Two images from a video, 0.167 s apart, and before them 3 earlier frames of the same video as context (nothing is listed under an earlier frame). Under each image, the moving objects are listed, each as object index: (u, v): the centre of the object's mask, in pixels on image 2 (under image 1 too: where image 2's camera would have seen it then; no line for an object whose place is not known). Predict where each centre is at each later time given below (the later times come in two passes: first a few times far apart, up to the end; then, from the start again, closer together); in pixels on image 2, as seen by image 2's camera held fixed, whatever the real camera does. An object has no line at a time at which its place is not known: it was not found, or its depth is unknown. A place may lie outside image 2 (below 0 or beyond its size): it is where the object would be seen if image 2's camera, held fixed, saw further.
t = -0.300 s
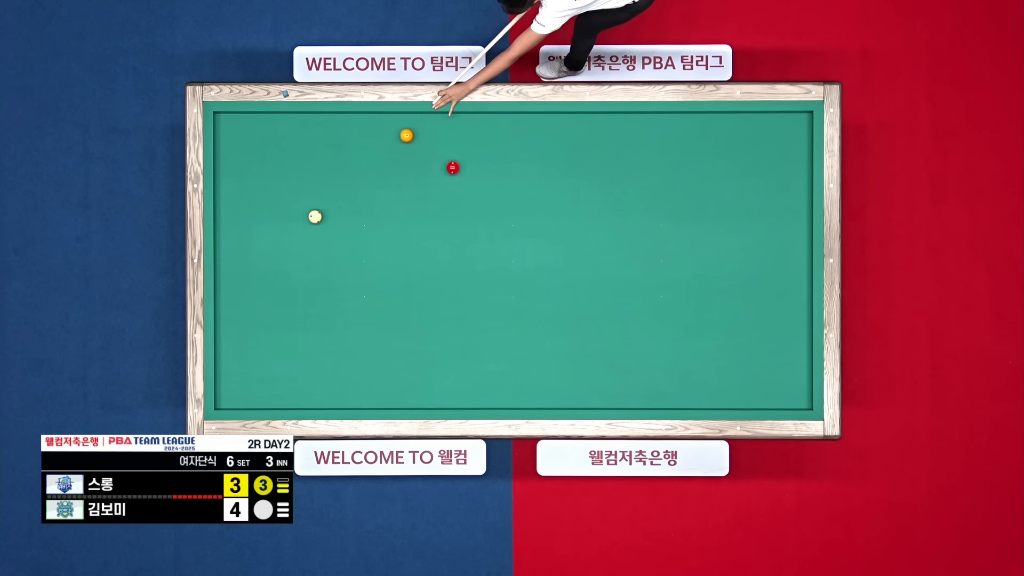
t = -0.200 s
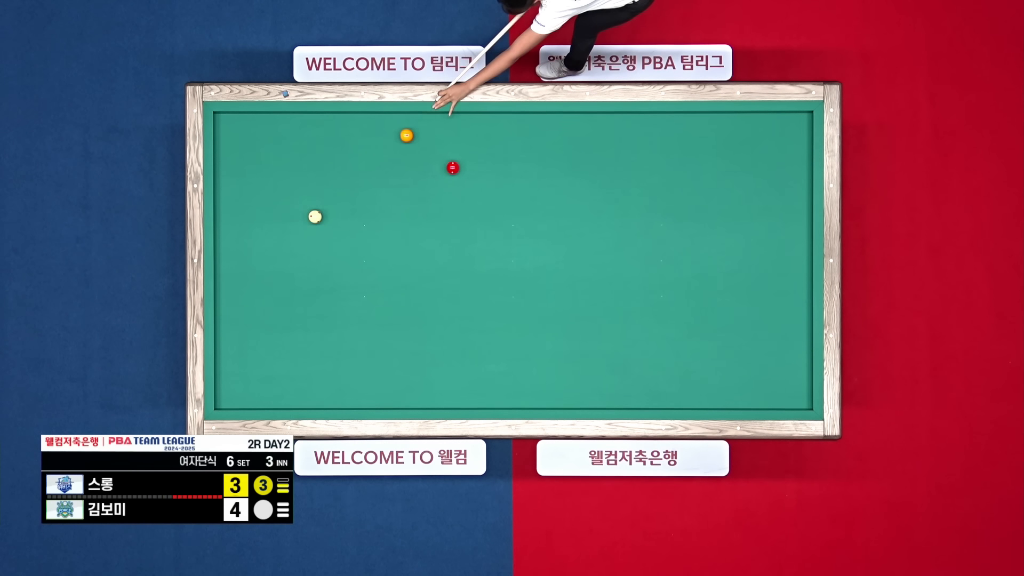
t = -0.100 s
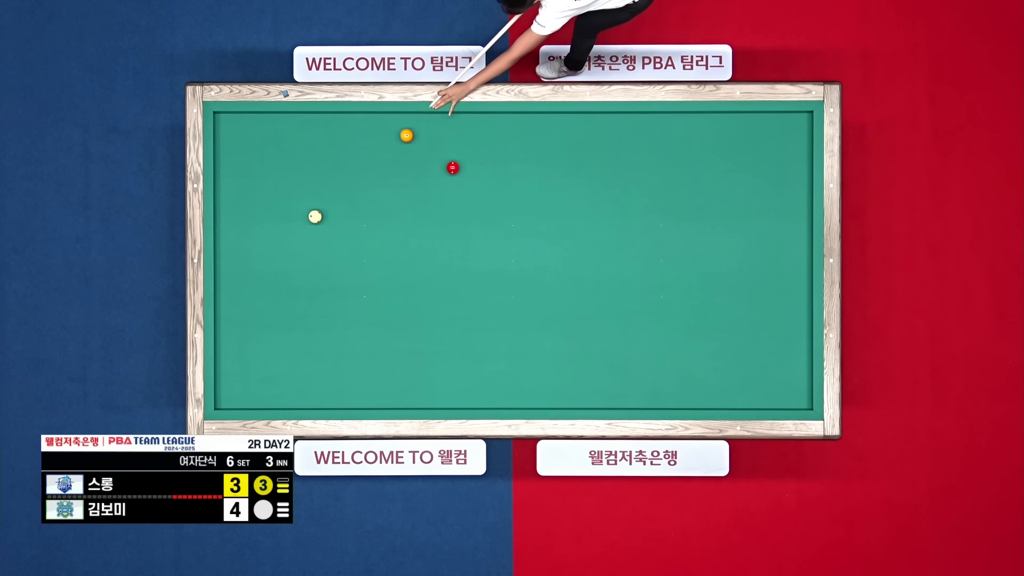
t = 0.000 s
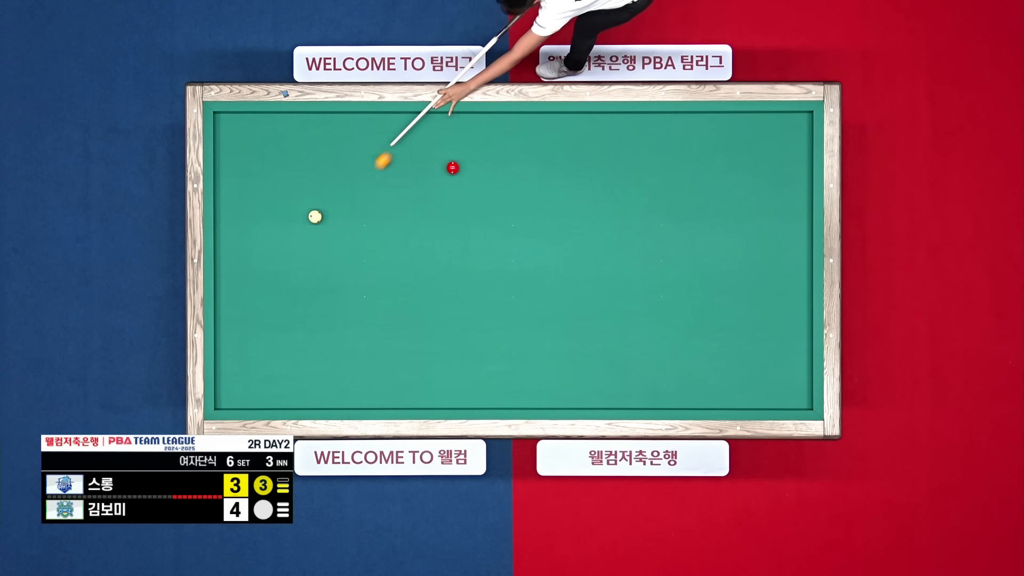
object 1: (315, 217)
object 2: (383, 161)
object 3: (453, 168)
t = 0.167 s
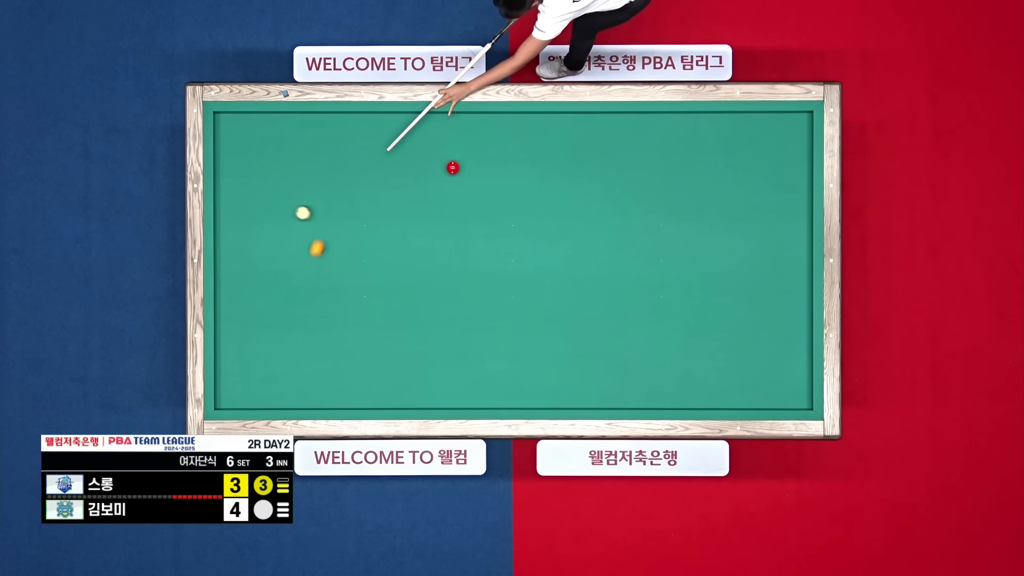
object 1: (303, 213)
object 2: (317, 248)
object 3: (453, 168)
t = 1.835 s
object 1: (339, 158)
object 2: (487, 153)
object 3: (462, 201)
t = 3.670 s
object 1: (484, 122)
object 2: (791, 160)
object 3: (527, 391)
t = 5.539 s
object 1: (586, 131)
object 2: (673, 231)
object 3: (567, 289)
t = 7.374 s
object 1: (651, 141)
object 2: (569, 288)
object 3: (591, 222)
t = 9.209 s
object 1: (681, 148)
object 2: (495, 327)
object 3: (604, 187)
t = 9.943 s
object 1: (684, 148)
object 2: (474, 338)
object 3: (606, 182)
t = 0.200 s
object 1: (295, 211)
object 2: (310, 266)
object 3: (453, 168)
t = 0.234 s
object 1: (288, 208)
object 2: (302, 284)
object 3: (453, 168)
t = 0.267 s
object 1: (281, 206)
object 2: (295, 302)
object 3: (453, 168)
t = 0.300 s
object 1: (274, 204)
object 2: (287, 319)
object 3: (453, 168)
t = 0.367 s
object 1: (262, 201)
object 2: (271, 353)
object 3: (453, 168)
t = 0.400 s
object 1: (256, 199)
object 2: (262, 369)
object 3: (453, 168)
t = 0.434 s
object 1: (250, 197)
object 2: (255, 386)
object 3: (453, 168)
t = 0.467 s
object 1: (244, 196)
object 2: (246, 402)
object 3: (453, 168)
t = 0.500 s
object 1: (238, 194)
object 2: (236, 393)
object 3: (453, 168)
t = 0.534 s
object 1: (232, 192)
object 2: (224, 379)
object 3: (453, 168)
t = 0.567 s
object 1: (227, 190)
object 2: (224, 366)
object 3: (453, 168)
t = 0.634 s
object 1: (223, 188)
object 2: (242, 341)
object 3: (453, 168)
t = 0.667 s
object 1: (228, 187)
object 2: (251, 329)
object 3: (453, 168)
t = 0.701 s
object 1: (232, 186)
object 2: (260, 317)
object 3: (453, 168)
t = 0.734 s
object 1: (236, 185)
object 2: (268, 305)
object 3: (453, 168)
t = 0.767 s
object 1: (239, 184)
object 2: (276, 294)
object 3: (453, 168)
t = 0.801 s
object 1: (243, 183)
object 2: (284, 283)
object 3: (453, 168)
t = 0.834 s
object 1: (246, 183)
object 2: (291, 272)
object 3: (453, 168)
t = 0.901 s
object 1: (252, 181)
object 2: (306, 252)
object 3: (453, 168)
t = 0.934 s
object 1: (256, 180)
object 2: (313, 242)
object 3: (453, 168)
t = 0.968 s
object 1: (259, 179)
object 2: (320, 233)
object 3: (453, 168)
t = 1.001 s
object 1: (262, 178)
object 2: (326, 224)
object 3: (453, 168)
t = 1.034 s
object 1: (265, 177)
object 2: (332, 216)
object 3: (453, 168)
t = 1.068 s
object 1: (269, 177)
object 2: (339, 207)
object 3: (453, 168)
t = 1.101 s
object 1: (272, 176)
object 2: (345, 198)
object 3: (453, 168)
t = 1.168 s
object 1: (278, 174)
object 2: (357, 181)
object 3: (453, 168)
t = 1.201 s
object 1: (281, 173)
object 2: (364, 173)
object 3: (453, 168)
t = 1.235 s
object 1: (284, 172)
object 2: (370, 164)
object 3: (453, 168)
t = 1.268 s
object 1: (288, 172)
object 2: (376, 156)
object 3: (453, 168)
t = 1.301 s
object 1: (291, 171)
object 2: (382, 147)
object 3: (453, 168)
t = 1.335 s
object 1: (294, 170)
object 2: (389, 139)
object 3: (453, 168)
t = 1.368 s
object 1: (297, 169)
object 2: (395, 130)
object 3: (453, 168)
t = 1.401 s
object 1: (300, 168)
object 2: (401, 122)
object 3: (453, 168)
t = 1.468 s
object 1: (306, 167)
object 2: (416, 127)
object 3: (453, 168)
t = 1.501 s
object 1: (309, 166)
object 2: (423, 134)
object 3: (453, 168)
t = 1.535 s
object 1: (312, 165)
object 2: (431, 140)
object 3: (453, 168)
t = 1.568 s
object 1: (315, 165)
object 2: (438, 146)
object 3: (453, 168)
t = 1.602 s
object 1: (318, 164)
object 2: (445, 152)
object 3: (453, 168)
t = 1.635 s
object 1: (321, 163)
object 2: (452, 155)
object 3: (453, 170)
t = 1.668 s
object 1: (324, 162)
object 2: (457, 154)
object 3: (455, 176)
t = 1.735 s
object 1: (330, 161)
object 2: (469, 153)
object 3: (459, 187)
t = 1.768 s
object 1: (333, 160)
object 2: (475, 153)
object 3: (460, 192)
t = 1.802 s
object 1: (336, 159)
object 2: (481, 153)
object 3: (461, 197)
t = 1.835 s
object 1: (339, 158)
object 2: (487, 153)
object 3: (462, 201)
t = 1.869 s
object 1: (342, 158)
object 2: (493, 153)
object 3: (464, 206)
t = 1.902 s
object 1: (345, 157)
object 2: (498, 153)
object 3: (465, 210)
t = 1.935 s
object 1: (348, 156)
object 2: (504, 154)
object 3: (466, 214)
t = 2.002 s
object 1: (354, 155)
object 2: (516, 154)
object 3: (469, 223)
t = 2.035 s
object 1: (357, 154)
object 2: (522, 154)
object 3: (470, 227)
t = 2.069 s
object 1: (360, 153)
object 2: (527, 154)
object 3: (472, 231)
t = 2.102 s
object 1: (362, 153)
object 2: (533, 154)
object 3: (473, 236)
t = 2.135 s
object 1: (365, 152)
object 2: (539, 154)
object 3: (474, 240)
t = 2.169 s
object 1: (368, 151)
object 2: (545, 154)
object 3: (475, 244)
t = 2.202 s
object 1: (371, 150)
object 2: (550, 154)
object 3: (477, 248)
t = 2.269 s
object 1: (376, 149)
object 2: (562, 155)
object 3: (479, 257)
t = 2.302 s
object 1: (379, 148)
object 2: (568, 155)
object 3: (480, 261)
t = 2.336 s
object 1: (382, 148)
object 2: (573, 155)
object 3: (482, 265)
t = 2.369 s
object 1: (385, 147)
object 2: (579, 155)
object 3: (483, 269)
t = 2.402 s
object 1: (388, 146)
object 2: (585, 155)
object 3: (484, 273)
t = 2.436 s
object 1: (390, 145)
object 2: (590, 155)
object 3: (485, 278)
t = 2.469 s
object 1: (393, 145)
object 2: (596, 155)
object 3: (487, 282)
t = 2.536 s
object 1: (399, 143)
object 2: (607, 156)
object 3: (489, 290)
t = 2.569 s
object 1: (401, 143)
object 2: (613, 156)
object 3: (490, 294)
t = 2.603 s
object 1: (404, 142)
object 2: (618, 156)
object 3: (491, 298)
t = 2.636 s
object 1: (407, 141)
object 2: (624, 156)
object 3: (493, 302)
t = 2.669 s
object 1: (409, 141)
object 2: (630, 156)
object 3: (494, 306)
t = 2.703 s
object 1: (412, 140)
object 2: (635, 156)
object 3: (495, 310)
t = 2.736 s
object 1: (415, 139)
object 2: (641, 156)
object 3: (496, 314)
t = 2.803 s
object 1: (420, 138)
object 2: (652, 156)
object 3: (499, 322)
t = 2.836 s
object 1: (423, 137)
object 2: (657, 157)
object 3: (500, 326)
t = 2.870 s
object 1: (425, 137)
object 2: (663, 157)
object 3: (501, 330)
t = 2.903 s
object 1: (428, 136)
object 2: (668, 157)
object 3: (502, 334)
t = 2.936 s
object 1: (430, 136)
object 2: (674, 157)
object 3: (503, 338)
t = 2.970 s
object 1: (433, 135)
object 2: (679, 157)
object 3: (505, 342)
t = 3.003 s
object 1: (435, 134)
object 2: (684, 157)
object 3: (506, 346)
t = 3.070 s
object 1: (440, 133)
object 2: (696, 157)
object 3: (508, 354)
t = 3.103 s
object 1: (443, 132)
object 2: (701, 158)
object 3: (510, 358)
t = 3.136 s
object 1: (445, 132)
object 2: (706, 158)
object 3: (511, 361)
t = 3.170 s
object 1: (448, 131)
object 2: (712, 158)
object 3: (512, 366)
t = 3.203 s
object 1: (450, 131)
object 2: (717, 158)
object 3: (513, 369)
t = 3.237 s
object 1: (453, 130)
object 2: (722, 158)
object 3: (514, 373)
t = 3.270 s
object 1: (455, 130)
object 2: (727, 158)
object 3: (515, 377)
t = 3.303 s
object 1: (458, 129)
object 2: (733, 158)
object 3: (516, 381)
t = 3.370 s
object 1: (463, 128)
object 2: (744, 159)
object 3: (519, 388)
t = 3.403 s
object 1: (465, 127)
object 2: (749, 159)
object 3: (520, 392)
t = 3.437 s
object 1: (467, 127)
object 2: (754, 159)
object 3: (521, 396)
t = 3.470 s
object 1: (470, 126)
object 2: (760, 159)
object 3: (522, 400)
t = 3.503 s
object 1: (472, 125)
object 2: (765, 159)
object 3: (523, 403)
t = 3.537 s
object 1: (474, 125)
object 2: (770, 159)
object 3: (524, 401)
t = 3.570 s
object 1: (477, 124)
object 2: (775, 160)
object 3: (525, 398)
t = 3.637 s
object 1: (482, 123)
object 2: (786, 160)
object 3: (527, 393)
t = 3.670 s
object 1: (484, 122)
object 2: (791, 160)
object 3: (527, 391)
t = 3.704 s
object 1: (486, 122)
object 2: (796, 160)
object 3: (528, 389)
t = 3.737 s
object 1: (488, 121)
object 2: (801, 160)
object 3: (529, 386)
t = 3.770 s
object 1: (491, 121)
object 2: (806, 160)
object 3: (530, 385)
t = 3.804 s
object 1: (493, 120)
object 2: (804, 162)
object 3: (531, 382)
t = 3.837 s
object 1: (495, 120)
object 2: (800, 163)
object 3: (531, 380)
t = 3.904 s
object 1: (500, 119)
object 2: (793, 167)
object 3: (533, 376)
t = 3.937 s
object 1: (502, 118)
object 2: (790, 168)
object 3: (534, 374)
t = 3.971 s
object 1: (504, 118)
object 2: (787, 169)
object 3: (535, 372)
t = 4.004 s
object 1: (506, 119)
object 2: (785, 171)
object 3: (536, 370)
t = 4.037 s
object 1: (508, 119)
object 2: (782, 172)
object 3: (536, 368)
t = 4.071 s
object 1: (510, 119)
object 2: (779, 174)
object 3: (537, 366)
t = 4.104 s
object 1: (512, 119)
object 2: (777, 175)
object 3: (538, 364)
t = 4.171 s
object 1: (516, 120)
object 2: (772, 178)
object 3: (539, 360)
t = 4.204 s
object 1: (518, 120)
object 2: (769, 179)
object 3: (540, 358)
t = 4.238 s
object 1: (520, 120)
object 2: (766, 181)
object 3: (541, 356)
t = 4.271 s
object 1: (522, 121)
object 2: (764, 182)
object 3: (541, 354)
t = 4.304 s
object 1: (524, 121)
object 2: (761, 184)
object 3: (542, 353)
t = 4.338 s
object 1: (526, 121)
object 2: (758, 185)
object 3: (543, 351)
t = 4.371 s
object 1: (528, 122)
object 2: (756, 186)
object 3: (544, 349)
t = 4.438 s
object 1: (531, 122)
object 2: (751, 189)
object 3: (545, 345)
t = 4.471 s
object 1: (533, 122)
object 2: (748, 190)
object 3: (546, 343)
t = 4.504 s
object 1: (535, 123)
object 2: (746, 192)
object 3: (547, 341)
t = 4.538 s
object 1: (537, 123)
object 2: (743, 193)
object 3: (547, 339)
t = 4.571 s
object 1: (539, 123)
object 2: (741, 194)
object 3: (548, 337)
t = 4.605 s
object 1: (541, 124)
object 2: (739, 196)
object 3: (549, 336)
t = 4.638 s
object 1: (542, 124)
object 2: (736, 197)
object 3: (550, 334)
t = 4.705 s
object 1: (546, 124)
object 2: (731, 200)
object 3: (551, 330)
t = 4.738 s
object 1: (548, 125)
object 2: (729, 201)
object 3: (552, 328)
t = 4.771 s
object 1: (549, 125)
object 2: (726, 202)
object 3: (552, 327)
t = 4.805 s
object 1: (551, 125)
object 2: (724, 204)
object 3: (553, 325)
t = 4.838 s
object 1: (553, 126)
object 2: (721, 205)
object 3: (554, 323)
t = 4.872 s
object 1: (555, 126)
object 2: (719, 206)
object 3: (554, 321)
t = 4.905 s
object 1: (556, 126)
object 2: (716, 207)
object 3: (555, 320)
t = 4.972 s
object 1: (560, 127)
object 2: (712, 210)
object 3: (556, 317)
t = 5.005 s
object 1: (561, 127)
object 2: (709, 211)
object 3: (557, 315)
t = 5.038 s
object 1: (563, 127)
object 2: (707, 213)
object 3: (557, 313)
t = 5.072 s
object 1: (564, 127)
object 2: (705, 214)
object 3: (558, 311)
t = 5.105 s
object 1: (566, 128)
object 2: (703, 215)
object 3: (559, 310)
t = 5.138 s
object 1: (568, 128)
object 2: (700, 217)
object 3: (559, 308)
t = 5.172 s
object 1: (569, 128)
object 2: (698, 218)
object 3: (560, 306)
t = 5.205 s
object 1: (571, 128)
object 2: (695, 219)
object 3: (560, 305)
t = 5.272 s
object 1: (574, 129)
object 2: (691, 221)
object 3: (562, 302)
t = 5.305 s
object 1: (576, 129)
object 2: (689, 223)
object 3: (562, 300)
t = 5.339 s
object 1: (577, 129)
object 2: (687, 224)
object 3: (563, 298)
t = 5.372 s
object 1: (579, 130)
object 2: (684, 225)
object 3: (563, 297)
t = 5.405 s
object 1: (580, 130)
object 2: (682, 226)
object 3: (564, 295)
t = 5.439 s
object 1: (582, 130)
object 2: (680, 227)
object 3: (565, 294)
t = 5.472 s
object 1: (583, 130)
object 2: (678, 228)
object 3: (565, 292)
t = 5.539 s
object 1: (586, 131)
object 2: (673, 231)
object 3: (567, 289)
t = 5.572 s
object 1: (588, 131)
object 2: (671, 232)
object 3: (567, 288)
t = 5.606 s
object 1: (589, 131)
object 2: (669, 233)
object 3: (568, 286)
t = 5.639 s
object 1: (591, 131)
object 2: (667, 234)
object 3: (568, 285)
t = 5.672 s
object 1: (592, 132)
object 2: (665, 236)
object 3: (569, 283)
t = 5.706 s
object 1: (594, 132)
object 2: (663, 237)
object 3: (569, 282)
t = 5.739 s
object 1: (595, 132)
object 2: (660, 238)
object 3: (570, 280)
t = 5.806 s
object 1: (598, 133)
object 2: (656, 241)
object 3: (571, 277)
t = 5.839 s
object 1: (599, 133)
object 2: (654, 242)
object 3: (571, 276)
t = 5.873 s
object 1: (600, 133)
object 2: (652, 242)
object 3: (572, 275)
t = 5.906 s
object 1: (602, 133)
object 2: (650, 244)
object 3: (573, 273)
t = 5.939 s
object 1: (603, 134)
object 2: (648, 245)
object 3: (573, 272)
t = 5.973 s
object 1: (605, 134)
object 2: (646, 246)
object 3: (574, 271)
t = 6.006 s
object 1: (606, 134)
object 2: (644, 247)
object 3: (574, 269)
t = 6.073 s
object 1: (609, 134)
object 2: (640, 249)
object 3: (575, 267)
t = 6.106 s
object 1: (610, 135)
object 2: (638, 251)
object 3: (576, 265)
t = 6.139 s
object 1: (611, 135)
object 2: (636, 252)
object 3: (576, 264)
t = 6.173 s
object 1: (613, 135)
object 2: (634, 253)
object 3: (577, 262)
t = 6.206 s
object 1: (614, 135)
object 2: (632, 254)
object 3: (577, 261)
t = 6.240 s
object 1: (615, 135)
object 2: (630, 255)
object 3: (578, 260)
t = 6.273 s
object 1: (616, 136)
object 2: (628, 256)
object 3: (578, 259)
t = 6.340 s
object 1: (619, 136)
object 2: (624, 258)
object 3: (579, 256)
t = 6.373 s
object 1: (620, 136)
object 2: (622, 259)
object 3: (579, 255)
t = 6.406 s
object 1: (621, 136)
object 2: (620, 260)
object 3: (580, 254)
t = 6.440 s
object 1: (622, 136)
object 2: (618, 261)
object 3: (580, 252)
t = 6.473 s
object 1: (623, 137)
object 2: (617, 262)
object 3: (581, 251)
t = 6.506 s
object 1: (625, 137)
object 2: (614, 263)
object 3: (581, 250)
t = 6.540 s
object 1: (626, 137)
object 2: (613, 264)
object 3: (582, 249)
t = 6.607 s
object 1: (628, 137)
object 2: (609, 266)
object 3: (583, 246)
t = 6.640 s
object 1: (629, 137)
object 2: (607, 267)
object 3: (583, 245)
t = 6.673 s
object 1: (630, 138)
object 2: (605, 268)
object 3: (584, 244)
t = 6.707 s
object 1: (631, 138)
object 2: (604, 269)
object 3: (584, 243)
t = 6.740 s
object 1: (633, 138)
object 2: (602, 270)
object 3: (584, 242)
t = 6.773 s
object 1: (633, 138)
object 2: (600, 271)
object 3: (585, 241)
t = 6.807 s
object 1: (635, 138)
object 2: (598, 272)
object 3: (585, 240)
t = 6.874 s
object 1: (637, 139)
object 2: (594, 274)
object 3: (586, 237)
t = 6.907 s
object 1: (638, 139)
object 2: (593, 275)
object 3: (586, 236)
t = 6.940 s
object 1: (639, 139)
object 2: (591, 276)
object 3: (587, 235)
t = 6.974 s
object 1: (640, 139)
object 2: (589, 277)
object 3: (587, 234)
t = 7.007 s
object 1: (641, 139)
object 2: (587, 278)
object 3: (588, 233)
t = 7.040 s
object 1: (642, 140)
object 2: (586, 279)
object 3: (588, 232)
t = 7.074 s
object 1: (643, 140)
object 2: (584, 279)
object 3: (588, 231)
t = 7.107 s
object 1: (644, 140)
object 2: (582, 280)
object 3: (589, 230)
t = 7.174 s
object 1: (645, 140)
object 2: (579, 282)
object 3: (589, 228)
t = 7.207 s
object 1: (646, 140)
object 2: (577, 283)
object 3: (590, 227)
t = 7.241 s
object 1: (647, 141)
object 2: (575, 284)
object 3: (590, 226)
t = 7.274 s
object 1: (648, 141)
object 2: (574, 285)
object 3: (590, 225)
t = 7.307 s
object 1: (649, 141)
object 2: (572, 286)
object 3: (591, 224)
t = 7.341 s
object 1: (650, 141)
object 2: (571, 287)
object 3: (591, 223)
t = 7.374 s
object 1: (651, 141)
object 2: (569, 288)
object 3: (591, 222)
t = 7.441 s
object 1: (653, 141)
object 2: (566, 289)
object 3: (592, 220)
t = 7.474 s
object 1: (654, 142)
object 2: (564, 290)
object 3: (592, 219)
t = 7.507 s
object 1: (654, 142)
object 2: (563, 291)
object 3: (593, 218)
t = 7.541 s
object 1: (655, 142)
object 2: (561, 292)
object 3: (593, 217)
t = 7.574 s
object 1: (656, 142)
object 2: (559, 293)
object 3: (593, 217)
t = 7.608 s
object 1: (656, 142)
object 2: (558, 294)
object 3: (594, 216)
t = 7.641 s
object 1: (657, 142)
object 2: (556, 295)
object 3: (594, 215)
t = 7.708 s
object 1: (659, 143)
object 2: (553, 296)
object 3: (594, 213)
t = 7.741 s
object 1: (660, 143)
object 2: (551, 297)
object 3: (595, 212)
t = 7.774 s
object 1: (660, 143)
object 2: (550, 297)
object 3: (595, 211)
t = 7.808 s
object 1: (661, 143)
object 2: (548, 299)
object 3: (595, 211)
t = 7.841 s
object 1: (662, 143)
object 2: (547, 299)
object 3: (596, 210)
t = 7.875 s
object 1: (662, 143)
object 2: (546, 300)
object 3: (596, 209)
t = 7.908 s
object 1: (663, 143)
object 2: (544, 301)
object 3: (596, 208)
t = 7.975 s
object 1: (665, 144)
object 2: (541, 302)
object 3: (597, 207)
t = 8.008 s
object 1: (665, 144)
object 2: (540, 303)
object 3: (597, 206)
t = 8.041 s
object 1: (666, 144)
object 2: (539, 304)
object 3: (597, 205)
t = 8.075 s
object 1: (666, 144)
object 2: (537, 304)
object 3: (597, 205)
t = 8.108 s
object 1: (667, 144)
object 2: (536, 305)
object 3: (598, 204)
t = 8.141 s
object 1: (668, 144)
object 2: (534, 306)
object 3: (598, 203)
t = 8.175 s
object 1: (668, 145)
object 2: (533, 307)
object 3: (598, 203)
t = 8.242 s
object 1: (669, 145)
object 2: (530, 308)
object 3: (599, 201)
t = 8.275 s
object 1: (670, 145)
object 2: (529, 309)
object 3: (599, 201)
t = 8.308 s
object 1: (670, 145)
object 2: (527, 310)
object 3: (599, 200)
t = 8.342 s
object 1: (671, 145)
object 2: (526, 310)
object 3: (599, 199)
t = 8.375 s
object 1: (672, 145)
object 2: (525, 311)
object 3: (600, 199)
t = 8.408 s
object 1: (672, 145)
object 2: (524, 312)
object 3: (600, 198)
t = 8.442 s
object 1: (673, 146)
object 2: (522, 312)
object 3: (600, 198)
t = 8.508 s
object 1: (674, 146)
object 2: (519, 314)
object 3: (600, 197)
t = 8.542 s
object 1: (674, 146)
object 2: (518, 315)
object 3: (601, 196)
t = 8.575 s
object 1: (675, 146)
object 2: (517, 315)
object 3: (601, 195)
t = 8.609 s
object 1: (675, 146)
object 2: (516, 316)
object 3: (601, 195)
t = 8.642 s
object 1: (675, 146)
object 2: (514, 316)
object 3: (601, 194)
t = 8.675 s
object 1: (676, 146)
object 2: (513, 317)
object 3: (601, 194)
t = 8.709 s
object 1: (676, 146)
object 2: (512, 318)
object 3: (602, 193)
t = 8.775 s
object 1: (677, 147)
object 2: (510, 319)
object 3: (602, 192)
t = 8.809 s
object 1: (677, 147)
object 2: (508, 320)
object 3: (602, 192)
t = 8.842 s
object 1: (678, 147)
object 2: (507, 320)
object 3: (602, 191)
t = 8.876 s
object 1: (678, 147)
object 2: (506, 321)
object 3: (602, 191)
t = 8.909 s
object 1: (678, 147)
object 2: (505, 322)
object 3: (603, 191)
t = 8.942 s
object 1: (679, 147)
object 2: (504, 322)
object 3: (603, 190)
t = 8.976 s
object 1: (679, 147)
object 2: (503, 323)
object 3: (603, 190)
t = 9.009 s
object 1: (679, 147)
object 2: (502, 323)
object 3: (603, 189)
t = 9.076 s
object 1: (680, 148)
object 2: (499, 325)
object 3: (603, 188)
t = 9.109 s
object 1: (680, 148)
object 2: (498, 325)
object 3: (604, 188)
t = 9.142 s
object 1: (680, 148)
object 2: (497, 326)
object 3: (604, 188)
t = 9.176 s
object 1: (681, 148)
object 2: (496, 326)
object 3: (604, 187)
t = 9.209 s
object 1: (681, 148)
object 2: (495, 327)
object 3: (604, 187)
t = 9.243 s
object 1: (681, 148)
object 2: (494, 327)
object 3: (604, 187)
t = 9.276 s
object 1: (682, 148)
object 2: (493, 328)
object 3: (604, 186)
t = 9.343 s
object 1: (682, 148)
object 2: (491, 329)
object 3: (604, 186)
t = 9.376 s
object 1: (682, 148)
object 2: (490, 330)
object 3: (605, 185)
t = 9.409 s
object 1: (682, 148)
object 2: (489, 330)
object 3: (605, 185)
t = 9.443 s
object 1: (683, 148)
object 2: (487, 331)
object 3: (605, 185)
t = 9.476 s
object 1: (683, 148)
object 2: (486, 331)
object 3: (605, 185)
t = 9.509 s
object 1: (683, 148)
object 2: (486, 332)
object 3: (605, 184)
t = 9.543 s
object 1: (683, 148)
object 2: (485, 332)
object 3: (605, 184)
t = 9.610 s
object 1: (683, 148)
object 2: (483, 333)
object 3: (605, 184)
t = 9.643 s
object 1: (683, 148)
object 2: (482, 334)
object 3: (606, 183)
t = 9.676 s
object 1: (683, 148)
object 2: (481, 334)
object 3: (606, 183)
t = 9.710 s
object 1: (683, 148)
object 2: (480, 335)
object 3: (606, 183)
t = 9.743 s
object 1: (684, 148)
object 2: (479, 335)
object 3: (606, 183)
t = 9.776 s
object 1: (684, 148)
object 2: (479, 335)
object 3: (606, 183)
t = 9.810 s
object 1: (684, 148)
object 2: (477, 336)
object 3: (606, 182)
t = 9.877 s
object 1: (684, 148)
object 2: (476, 337)
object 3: (606, 182)
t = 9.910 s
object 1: (684, 148)
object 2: (475, 338)
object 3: (606, 182)
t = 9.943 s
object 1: (684, 148)
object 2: (474, 338)
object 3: (606, 182)
